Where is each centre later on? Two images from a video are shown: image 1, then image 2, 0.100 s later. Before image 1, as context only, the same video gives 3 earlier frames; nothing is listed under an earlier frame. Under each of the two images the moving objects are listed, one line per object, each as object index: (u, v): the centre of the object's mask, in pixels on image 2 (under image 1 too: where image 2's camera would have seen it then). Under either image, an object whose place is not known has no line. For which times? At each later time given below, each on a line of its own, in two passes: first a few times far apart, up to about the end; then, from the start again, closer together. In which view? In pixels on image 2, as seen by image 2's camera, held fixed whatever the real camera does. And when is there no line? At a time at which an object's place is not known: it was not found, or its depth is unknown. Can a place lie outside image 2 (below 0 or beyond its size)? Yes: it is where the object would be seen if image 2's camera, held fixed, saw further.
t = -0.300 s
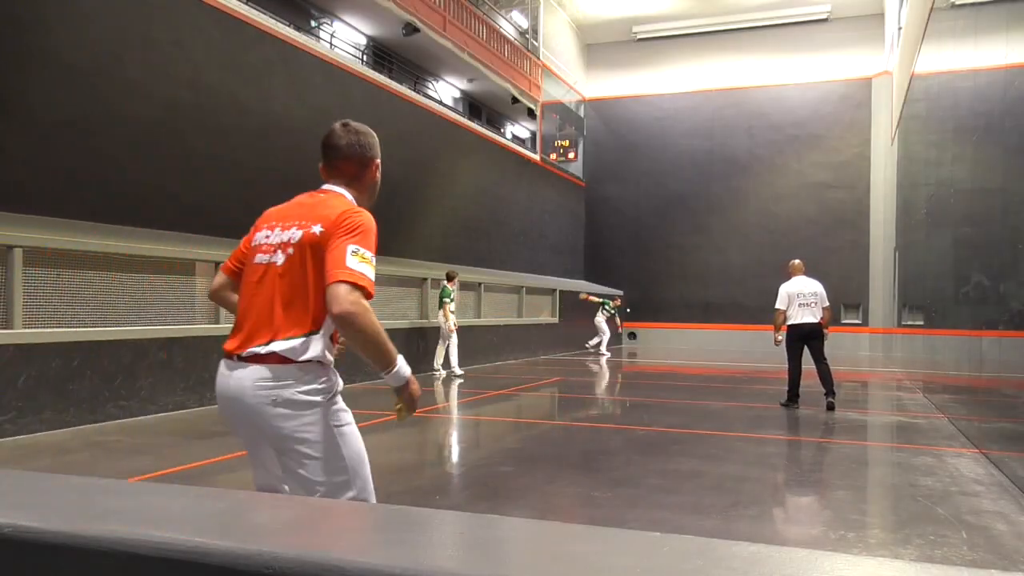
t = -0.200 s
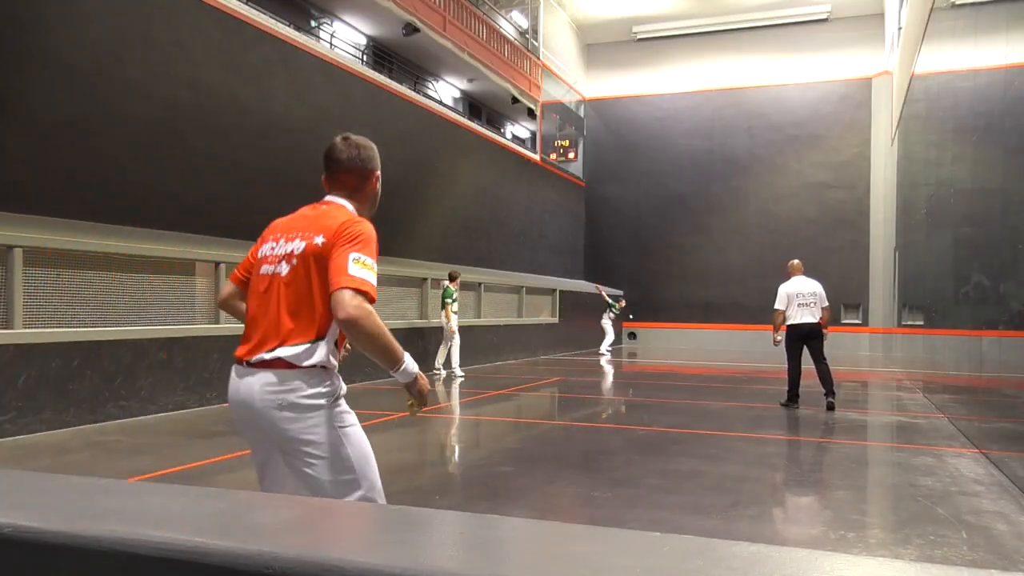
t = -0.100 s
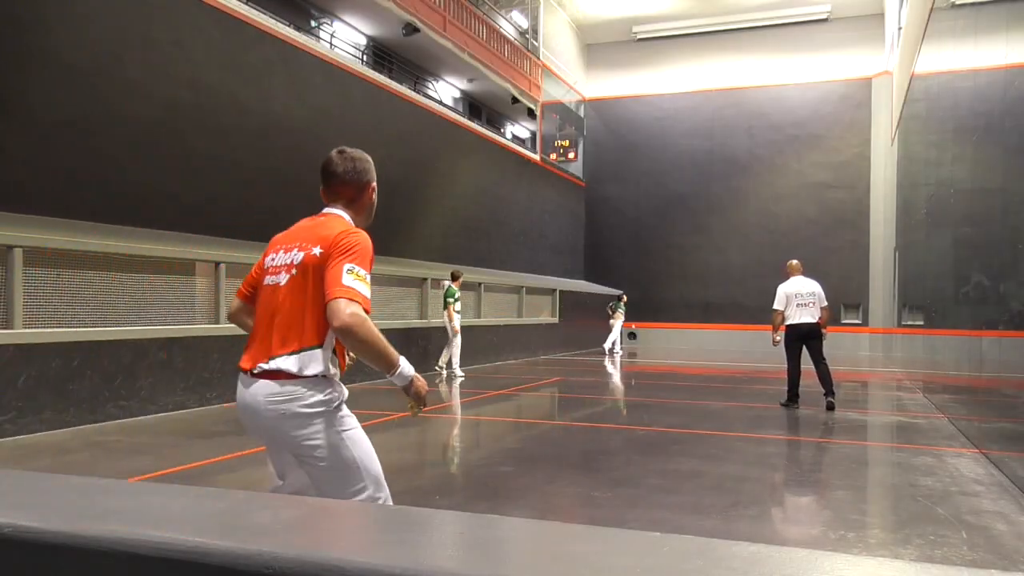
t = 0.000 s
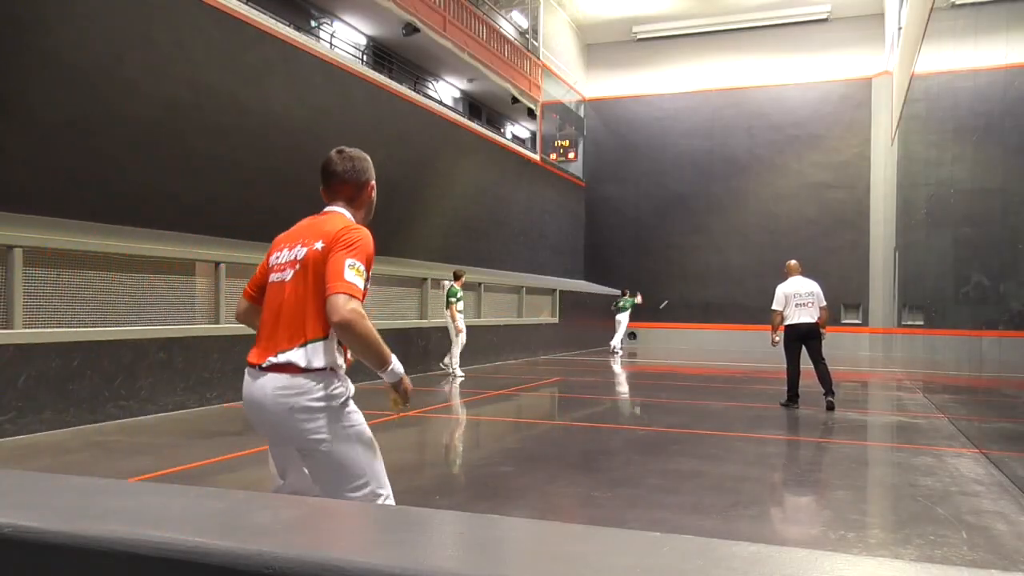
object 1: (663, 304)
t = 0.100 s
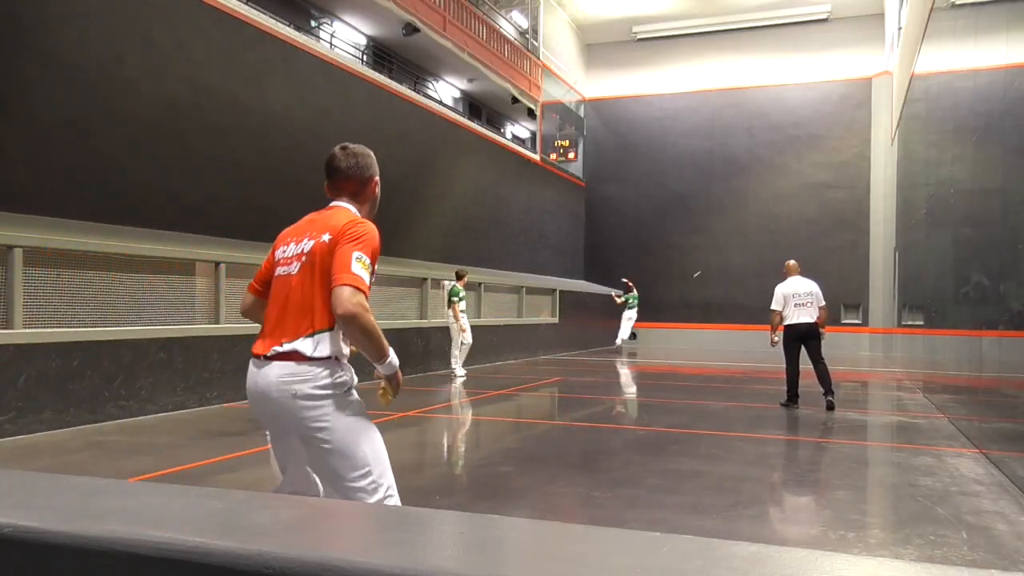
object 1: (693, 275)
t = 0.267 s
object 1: (701, 244)
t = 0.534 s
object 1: (696, 202)
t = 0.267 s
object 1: (701, 244)
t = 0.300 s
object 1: (700, 236)
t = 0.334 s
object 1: (700, 233)
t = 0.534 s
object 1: (696, 202)
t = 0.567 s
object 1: (695, 195)
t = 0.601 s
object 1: (694, 190)
